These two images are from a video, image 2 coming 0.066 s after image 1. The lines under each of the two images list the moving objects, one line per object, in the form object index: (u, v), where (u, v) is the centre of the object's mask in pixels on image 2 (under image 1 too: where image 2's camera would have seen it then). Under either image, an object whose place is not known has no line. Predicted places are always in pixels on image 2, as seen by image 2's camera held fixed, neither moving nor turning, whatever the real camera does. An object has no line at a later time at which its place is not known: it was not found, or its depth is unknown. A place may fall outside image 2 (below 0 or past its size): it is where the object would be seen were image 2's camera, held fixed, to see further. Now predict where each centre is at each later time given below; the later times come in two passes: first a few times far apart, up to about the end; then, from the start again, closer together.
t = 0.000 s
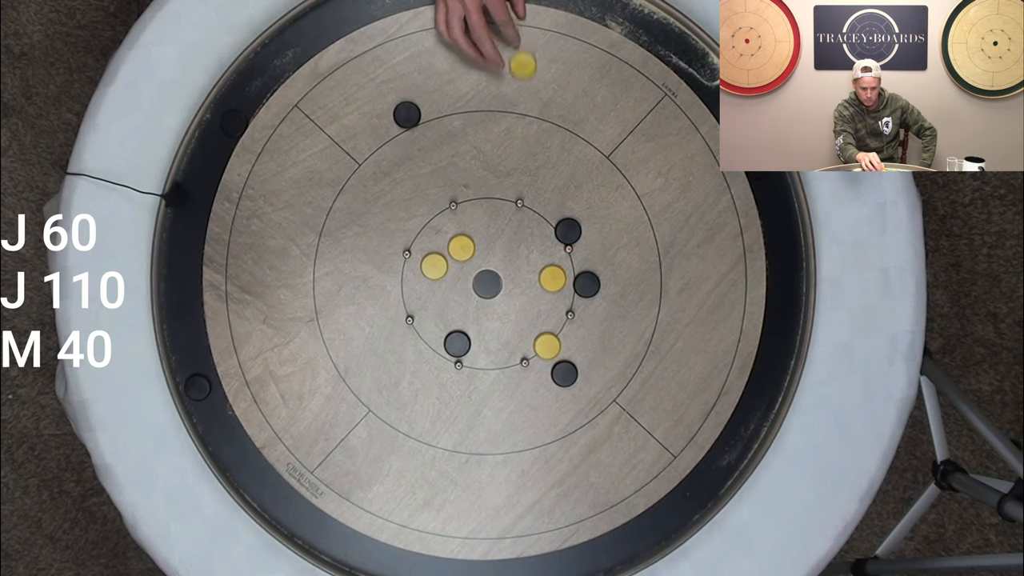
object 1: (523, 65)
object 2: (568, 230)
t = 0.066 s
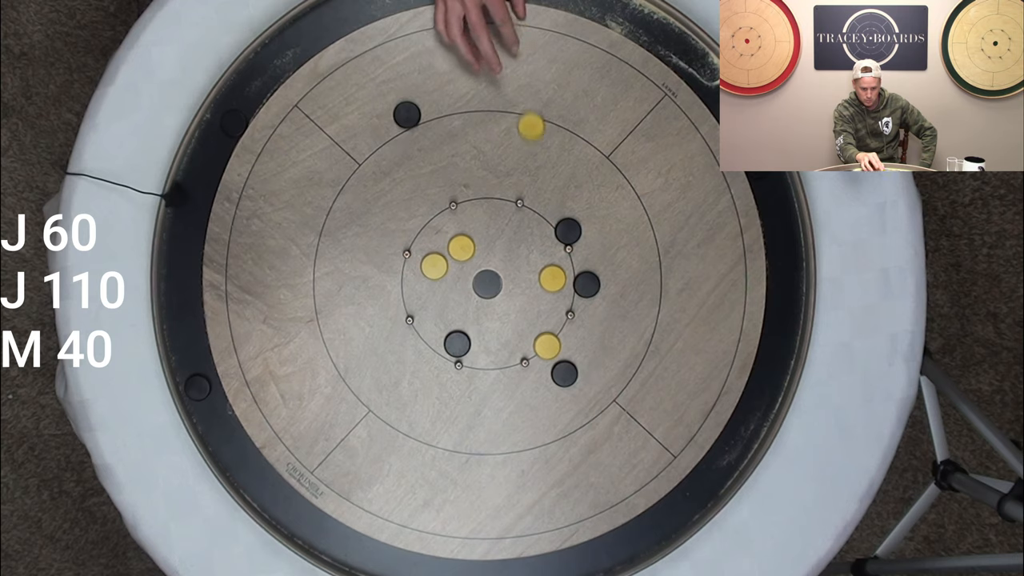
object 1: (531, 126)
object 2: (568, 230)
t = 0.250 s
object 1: (525, 261)
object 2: (584, 220)
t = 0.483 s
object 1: (481, 357)
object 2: (620, 190)
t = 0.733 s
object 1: (453, 409)
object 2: (625, 183)
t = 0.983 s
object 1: (435, 434)
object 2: (625, 183)
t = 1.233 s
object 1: (425, 440)
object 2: (625, 183)
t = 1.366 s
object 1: (423, 439)
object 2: (625, 183)
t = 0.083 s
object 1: (533, 141)
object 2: (568, 230)
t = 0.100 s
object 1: (535, 156)
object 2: (568, 230)
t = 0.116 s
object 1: (537, 170)
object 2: (568, 230)
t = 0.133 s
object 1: (539, 185)
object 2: (568, 230)
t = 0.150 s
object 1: (540, 198)
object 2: (568, 230)
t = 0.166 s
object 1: (542, 211)
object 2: (568, 230)
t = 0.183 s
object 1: (542, 223)
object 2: (569, 230)
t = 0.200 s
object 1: (537, 233)
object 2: (573, 227)
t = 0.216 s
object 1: (533, 242)
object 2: (577, 225)
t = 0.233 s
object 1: (529, 252)
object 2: (581, 222)
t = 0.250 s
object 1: (525, 261)
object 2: (584, 220)
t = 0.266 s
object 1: (522, 269)
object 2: (588, 217)
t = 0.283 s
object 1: (518, 278)
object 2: (591, 215)
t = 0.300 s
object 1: (515, 286)
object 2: (594, 212)
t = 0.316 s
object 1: (511, 294)
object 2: (597, 210)
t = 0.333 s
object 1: (508, 301)
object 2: (600, 208)
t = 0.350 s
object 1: (504, 308)
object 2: (603, 205)
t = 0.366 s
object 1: (501, 315)
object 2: (606, 203)
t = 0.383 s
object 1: (498, 322)
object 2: (608, 201)
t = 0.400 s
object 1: (495, 329)
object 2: (611, 198)
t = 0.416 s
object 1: (492, 335)
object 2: (613, 196)
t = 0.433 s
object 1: (489, 341)
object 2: (615, 194)
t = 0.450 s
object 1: (486, 347)
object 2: (617, 193)
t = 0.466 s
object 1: (484, 352)
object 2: (618, 191)
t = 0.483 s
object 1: (481, 357)
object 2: (620, 190)
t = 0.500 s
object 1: (479, 362)
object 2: (621, 188)
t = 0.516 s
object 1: (476, 367)
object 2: (622, 187)
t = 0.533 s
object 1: (474, 372)
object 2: (623, 186)
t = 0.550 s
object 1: (472, 376)
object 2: (624, 185)
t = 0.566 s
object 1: (470, 380)
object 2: (624, 185)
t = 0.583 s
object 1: (468, 383)
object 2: (624, 184)
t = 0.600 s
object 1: (466, 387)
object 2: (625, 183)
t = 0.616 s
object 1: (464, 390)
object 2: (625, 183)
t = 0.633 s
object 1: (463, 393)
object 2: (625, 183)
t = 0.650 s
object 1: (461, 396)
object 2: (625, 183)
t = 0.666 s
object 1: (459, 399)
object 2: (625, 183)
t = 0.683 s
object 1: (458, 402)
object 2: (625, 183)
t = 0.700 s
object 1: (456, 404)
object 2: (625, 183)
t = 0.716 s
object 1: (455, 407)
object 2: (625, 183)
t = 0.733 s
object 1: (453, 409)
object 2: (625, 183)
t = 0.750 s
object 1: (452, 411)
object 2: (625, 183)
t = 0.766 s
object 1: (451, 413)
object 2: (625, 183)
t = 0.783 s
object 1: (449, 415)
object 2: (625, 183)
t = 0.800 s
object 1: (448, 417)
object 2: (625, 183)
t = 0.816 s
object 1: (447, 419)
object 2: (625, 183)
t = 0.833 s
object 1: (445, 421)
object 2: (625, 183)
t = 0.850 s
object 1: (444, 423)
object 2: (625, 183)
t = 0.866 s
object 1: (443, 424)
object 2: (625, 183)
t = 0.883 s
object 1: (442, 426)
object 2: (625, 183)
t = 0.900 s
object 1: (441, 427)
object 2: (625, 183)
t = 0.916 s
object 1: (439, 429)
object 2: (625, 183)
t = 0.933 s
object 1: (438, 430)
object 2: (625, 183)
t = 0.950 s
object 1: (437, 432)
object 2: (625, 183)
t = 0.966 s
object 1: (436, 433)
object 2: (625, 183)
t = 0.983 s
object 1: (435, 434)
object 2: (625, 183)
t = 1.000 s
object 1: (434, 435)
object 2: (625, 183)
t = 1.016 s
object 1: (433, 436)
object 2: (625, 183)
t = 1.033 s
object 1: (432, 437)
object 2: (625, 183)
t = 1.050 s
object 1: (431, 438)
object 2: (625, 183)
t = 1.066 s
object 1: (431, 438)
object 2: (625, 183)
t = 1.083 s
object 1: (430, 439)
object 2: (625, 183)
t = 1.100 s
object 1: (429, 439)
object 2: (625, 183)
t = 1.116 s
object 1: (429, 439)
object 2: (625, 183)
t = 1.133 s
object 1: (428, 440)
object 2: (625, 183)
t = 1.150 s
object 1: (427, 440)
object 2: (625, 183)
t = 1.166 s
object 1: (427, 440)
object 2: (625, 183)
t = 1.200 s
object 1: (426, 440)
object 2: (625, 183)
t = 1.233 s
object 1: (425, 440)
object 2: (625, 183)
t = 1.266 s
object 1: (425, 440)
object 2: (625, 183)
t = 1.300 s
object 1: (424, 439)
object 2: (625, 183)
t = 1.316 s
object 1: (424, 439)
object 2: (625, 183)
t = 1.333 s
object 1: (423, 439)
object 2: (625, 183)
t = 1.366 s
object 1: (423, 439)
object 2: (625, 183)
